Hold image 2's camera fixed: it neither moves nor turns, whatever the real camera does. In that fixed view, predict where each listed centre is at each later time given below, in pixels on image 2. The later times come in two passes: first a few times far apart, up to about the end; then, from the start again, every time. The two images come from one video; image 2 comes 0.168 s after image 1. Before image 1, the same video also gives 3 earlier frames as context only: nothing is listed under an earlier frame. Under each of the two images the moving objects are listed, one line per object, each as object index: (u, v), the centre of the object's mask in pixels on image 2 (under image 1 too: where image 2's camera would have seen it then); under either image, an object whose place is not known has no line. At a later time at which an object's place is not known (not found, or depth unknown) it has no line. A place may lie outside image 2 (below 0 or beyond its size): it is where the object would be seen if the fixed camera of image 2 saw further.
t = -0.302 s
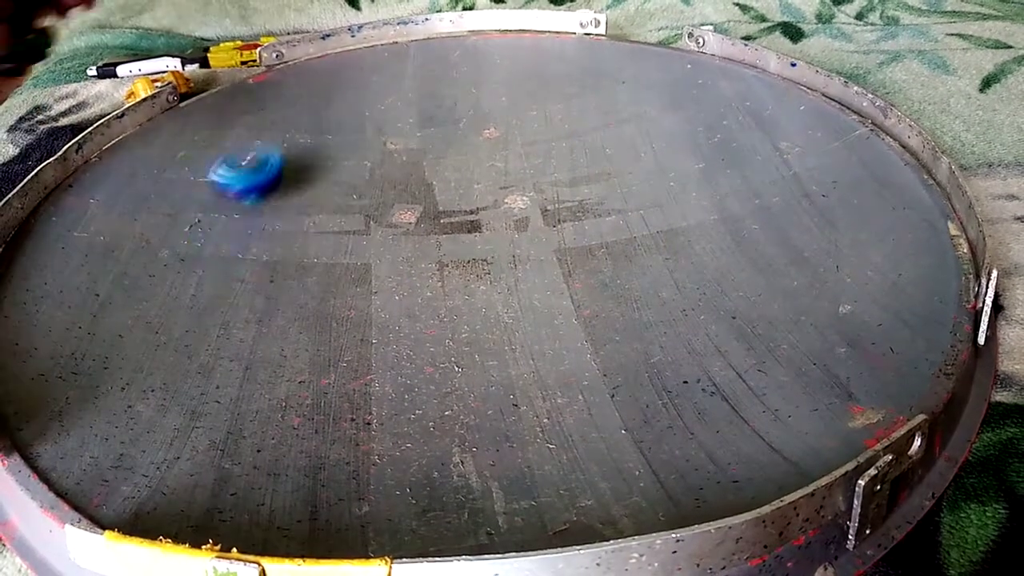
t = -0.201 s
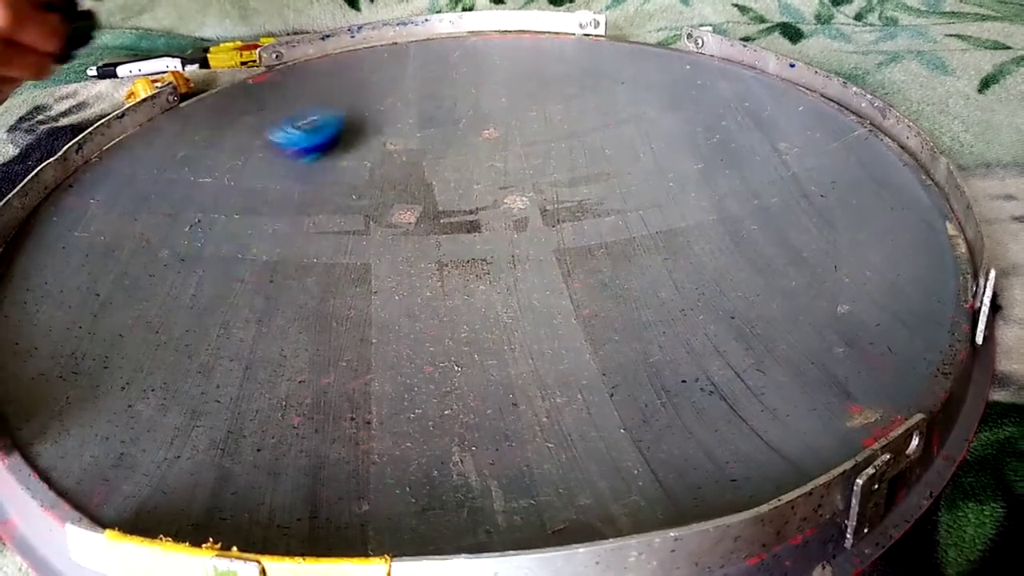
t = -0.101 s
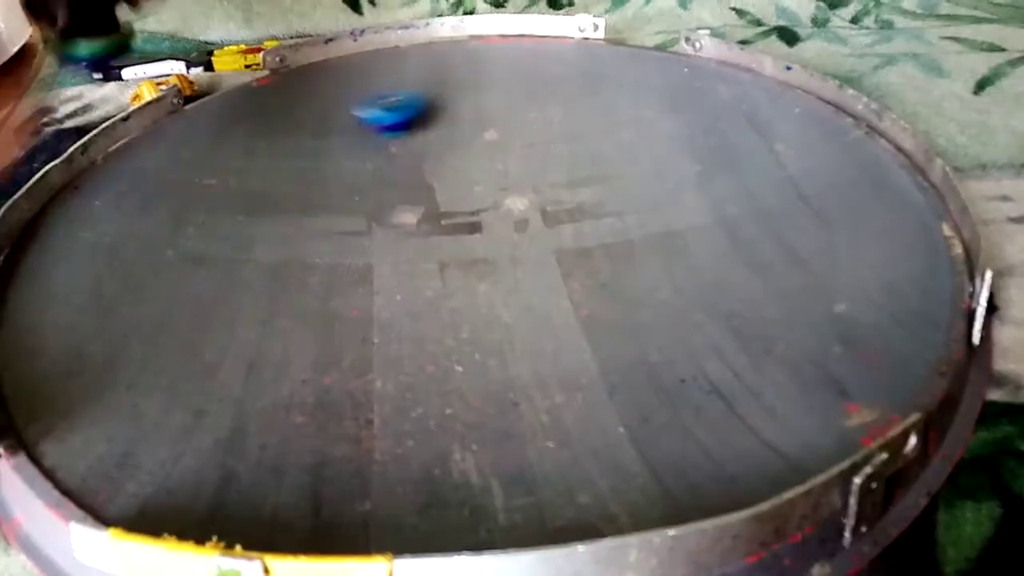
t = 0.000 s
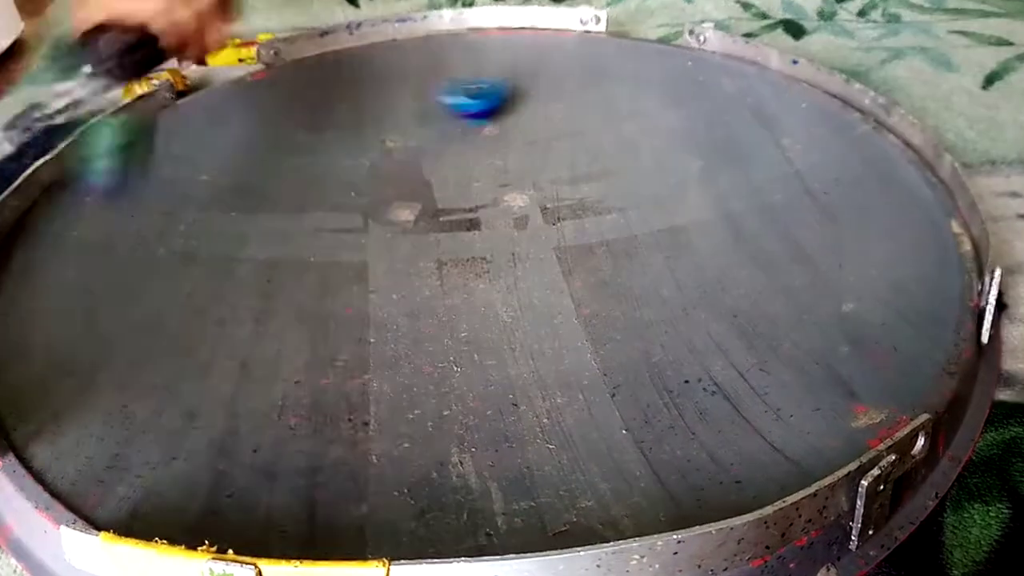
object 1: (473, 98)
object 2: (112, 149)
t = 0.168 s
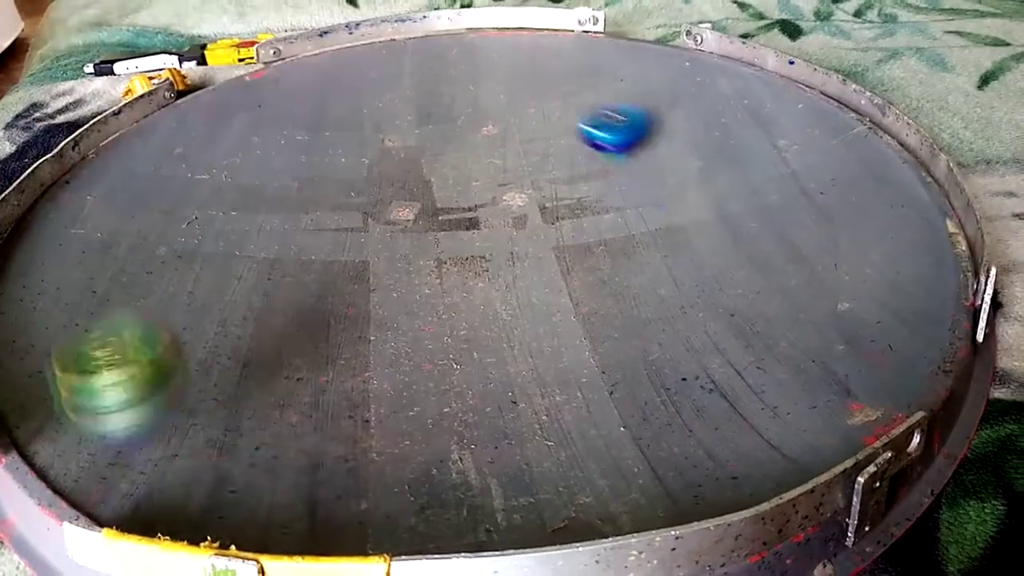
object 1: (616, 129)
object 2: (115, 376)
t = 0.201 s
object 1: (638, 142)
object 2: (138, 438)
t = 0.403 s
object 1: (670, 268)
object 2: (552, 437)
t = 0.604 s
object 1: (403, 344)
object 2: (875, 324)
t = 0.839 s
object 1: (206, 233)
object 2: (723, 226)
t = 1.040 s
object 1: (257, 128)
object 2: (563, 189)
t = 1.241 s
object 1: (409, 69)
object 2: (468, 192)
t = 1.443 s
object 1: (577, 76)
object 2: (395, 212)
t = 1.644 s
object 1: (677, 154)
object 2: (344, 237)
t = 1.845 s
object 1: (625, 277)
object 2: (331, 255)
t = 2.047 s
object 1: (393, 357)
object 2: (354, 273)
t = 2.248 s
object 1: (173, 314)
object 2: (409, 266)
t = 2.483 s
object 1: (178, 206)
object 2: (463, 239)
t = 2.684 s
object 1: (316, 144)
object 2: (487, 206)
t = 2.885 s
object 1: (476, 129)
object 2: (484, 179)
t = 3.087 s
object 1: (611, 151)
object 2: (468, 162)
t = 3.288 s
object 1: (696, 213)
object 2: (453, 158)
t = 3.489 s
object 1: (666, 306)
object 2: (442, 162)
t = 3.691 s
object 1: (491, 360)
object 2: (438, 173)
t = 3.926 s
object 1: (319, 306)
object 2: (449, 195)
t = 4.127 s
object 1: (310, 220)
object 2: (471, 214)
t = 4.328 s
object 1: (384, 156)
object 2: (494, 224)
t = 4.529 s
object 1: (495, 117)
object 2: (516, 231)
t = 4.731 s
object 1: (612, 118)
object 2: (520, 230)
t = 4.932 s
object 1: (667, 168)
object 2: (513, 228)
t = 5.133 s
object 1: (603, 244)
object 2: (486, 230)
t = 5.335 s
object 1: (446, 277)
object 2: (469, 226)
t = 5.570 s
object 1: (306, 237)
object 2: (435, 227)
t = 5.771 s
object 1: (298, 178)
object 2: (413, 226)
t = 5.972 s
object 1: (371, 137)
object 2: (402, 226)
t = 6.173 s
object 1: (481, 132)
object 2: (403, 225)
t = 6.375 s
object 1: (564, 167)
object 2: (419, 220)
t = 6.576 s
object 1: (585, 227)
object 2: (443, 212)
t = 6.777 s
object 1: (517, 292)
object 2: (465, 204)
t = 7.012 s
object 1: (375, 310)
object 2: (487, 196)
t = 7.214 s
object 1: (309, 266)
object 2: (499, 192)
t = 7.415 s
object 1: (346, 212)
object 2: (508, 193)
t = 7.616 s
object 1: (433, 179)
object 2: (505, 195)
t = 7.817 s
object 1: (520, 156)
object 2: (511, 212)
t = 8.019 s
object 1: (589, 156)
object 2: (518, 233)
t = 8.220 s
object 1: (610, 184)
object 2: (507, 250)
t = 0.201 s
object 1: (638, 142)
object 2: (138, 438)
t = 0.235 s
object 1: (657, 158)
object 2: (175, 474)
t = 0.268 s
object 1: (673, 175)
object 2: (235, 490)
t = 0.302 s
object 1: (682, 196)
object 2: (329, 484)
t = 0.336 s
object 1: (686, 218)
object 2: (406, 477)
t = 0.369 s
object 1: (683, 243)
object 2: (487, 458)
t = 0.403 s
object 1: (670, 268)
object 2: (552, 437)
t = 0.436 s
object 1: (647, 297)
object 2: (606, 411)
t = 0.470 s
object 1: (618, 319)
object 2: (648, 388)
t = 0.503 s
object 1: (574, 338)
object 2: (701, 370)
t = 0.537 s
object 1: (515, 345)
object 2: (773, 358)
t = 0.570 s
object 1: (455, 348)
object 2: (826, 343)
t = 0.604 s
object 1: (403, 344)
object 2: (875, 324)
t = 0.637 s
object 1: (357, 335)
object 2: (912, 301)
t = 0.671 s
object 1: (316, 323)
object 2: (936, 276)
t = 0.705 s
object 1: (282, 308)
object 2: (897, 253)
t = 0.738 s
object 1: (252, 289)
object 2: (851, 244)
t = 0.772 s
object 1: (231, 272)
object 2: (804, 246)
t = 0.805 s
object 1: (215, 251)
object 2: (760, 236)
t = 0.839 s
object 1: (206, 233)
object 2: (723, 226)
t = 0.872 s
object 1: (203, 211)
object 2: (686, 219)
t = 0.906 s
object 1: (206, 193)
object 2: (656, 211)
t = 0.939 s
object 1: (213, 178)
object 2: (628, 204)
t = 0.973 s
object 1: (224, 160)
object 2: (604, 196)
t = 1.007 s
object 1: (239, 142)
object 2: (581, 192)
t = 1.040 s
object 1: (257, 128)
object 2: (563, 189)
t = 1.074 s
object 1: (279, 114)
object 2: (546, 187)
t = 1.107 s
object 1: (302, 102)
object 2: (531, 187)
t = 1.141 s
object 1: (328, 90)
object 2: (515, 187)
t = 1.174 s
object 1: (353, 82)
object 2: (500, 189)
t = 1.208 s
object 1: (380, 75)
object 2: (484, 190)
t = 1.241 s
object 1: (409, 69)
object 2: (468, 192)
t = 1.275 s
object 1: (436, 65)
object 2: (452, 196)
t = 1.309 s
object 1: (463, 65)
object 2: (438, 198)
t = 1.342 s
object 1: (492, 65)
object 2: (427, 200)
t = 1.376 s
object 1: (520, 67)
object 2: (414, 205)
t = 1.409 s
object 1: (550, 70)
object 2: (405, 207)
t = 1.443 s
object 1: (577, 76)
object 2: (395, 212)
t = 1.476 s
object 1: (599, 84)
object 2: (384, 216)
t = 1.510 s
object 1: (621, 94)
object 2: (374, 220)
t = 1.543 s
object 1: (640, 106)
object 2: (367, 224)
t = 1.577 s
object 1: (656, 120)
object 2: (357, 230)
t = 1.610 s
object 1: (668, 136)
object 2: (350, 233)
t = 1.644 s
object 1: (677, 154)
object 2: (344, 237)
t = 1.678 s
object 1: (681, 173)
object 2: (340, 240)
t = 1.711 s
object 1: (682, 192)
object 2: (336, 245)
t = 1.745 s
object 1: (677, 212)
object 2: (332, 250)
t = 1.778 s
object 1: (667, 233)
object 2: (331, 252)
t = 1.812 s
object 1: (647, 255)
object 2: (330, 253)
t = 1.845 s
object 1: (625, 277)
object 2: (331, 255)
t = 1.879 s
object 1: (597, 298)
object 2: (333, 258)
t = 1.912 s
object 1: (566, 315)
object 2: (336, 261)
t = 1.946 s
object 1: (527, 331)
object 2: (340, 264)
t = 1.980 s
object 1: (484, 343)
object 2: (343, 266)
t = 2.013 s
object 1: (438, 353)
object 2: (348, 270)
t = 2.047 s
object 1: (393, 357)
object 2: (354, 273)
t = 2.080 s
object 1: (344, 358)
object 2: (361, 275)
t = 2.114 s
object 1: (301, 356)
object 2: (369, 275)
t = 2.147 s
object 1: (260, 349)
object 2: (378, 273)
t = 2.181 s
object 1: (224, 341)
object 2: (387, 271)
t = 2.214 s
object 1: (194, 328)
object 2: (398, 269)
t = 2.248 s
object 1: (173, 314)
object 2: (409, 266)
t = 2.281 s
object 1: (158, 299)
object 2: (419, 264)
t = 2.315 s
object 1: (150, 282)
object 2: (428, 260)
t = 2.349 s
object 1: (147, 266)
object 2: (438, 256)
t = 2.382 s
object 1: (148, 251)
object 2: (445, 251)
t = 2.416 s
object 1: (154, 234)
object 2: (451, 247)
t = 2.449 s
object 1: (164, 220)
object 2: (458, 243)
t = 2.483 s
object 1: (178, 206)
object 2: (463, 239)
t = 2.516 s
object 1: (194, 194)
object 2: (468, 234)
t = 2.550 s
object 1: (216, 181)
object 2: (472, 229)
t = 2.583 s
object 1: (239, 170)
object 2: (477, 223)
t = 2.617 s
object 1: (265, 159)
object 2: (481, 217)
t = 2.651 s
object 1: (290, 150)
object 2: (484, 211)
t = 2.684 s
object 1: (316, 144)
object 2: (487, 206)
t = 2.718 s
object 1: (344, 138)
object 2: (488, 201)
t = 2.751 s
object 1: (369, 133)
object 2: (489, 196)
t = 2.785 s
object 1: (396, 130)
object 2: (488, 192)
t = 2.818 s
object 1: (422, 129)
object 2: (487, 188)
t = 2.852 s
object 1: (449, 128)
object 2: (486, 184)
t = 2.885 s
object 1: (476, 129)
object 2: (484, 179)
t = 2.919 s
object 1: (501, 130)
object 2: (484, 175)
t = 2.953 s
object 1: (527, 132)
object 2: (481, 171)
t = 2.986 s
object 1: (549, 136)
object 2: (480, 168)
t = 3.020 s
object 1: (572, 140)
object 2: (477, 165)
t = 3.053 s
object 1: (592, 146)
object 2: (473, 163)
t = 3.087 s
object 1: (611, 151)
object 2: (468, 162)
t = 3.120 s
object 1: (630, 159)
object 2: (465, 160)
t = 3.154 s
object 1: (648, 167)
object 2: (462, 159)
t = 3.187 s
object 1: (663, 178)
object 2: (461, 158)
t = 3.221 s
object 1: (677, 189)
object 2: (460, 157)
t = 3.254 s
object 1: (688, 200)
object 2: (457, 157)
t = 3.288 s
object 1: (696, 213)
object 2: (453, 158)
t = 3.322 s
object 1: (701, 227)
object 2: (449, 158)
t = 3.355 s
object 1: (702, 243)
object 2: (446, 159)
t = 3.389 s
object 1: (699, 259)
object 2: (444, 160)
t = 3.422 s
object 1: (693, 274)
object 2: (444, 160)
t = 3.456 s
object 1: (680, 291)
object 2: (443, 161)
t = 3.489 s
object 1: (666, 306)
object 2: (442, 162)
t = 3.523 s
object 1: (646, 321)
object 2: (441, 163)
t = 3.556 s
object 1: (619, 334)
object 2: (441, 164)
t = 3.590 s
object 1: (590, 345)
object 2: (441, 166)
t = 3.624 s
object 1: (557, 353)
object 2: (440, 169)
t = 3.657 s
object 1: (524, 358)
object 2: (439, 171)
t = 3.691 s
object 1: (491, 360)
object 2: (438, 173)
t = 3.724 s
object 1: (458, 360)
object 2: (438, 176)
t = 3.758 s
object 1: (427, 356)
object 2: (438, 179)
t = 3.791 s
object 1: (397, 349)
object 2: (438, 182)
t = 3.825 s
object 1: (372, 339)
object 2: (440, 186)
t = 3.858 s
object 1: (352, 330)
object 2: (443, 189)
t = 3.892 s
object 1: (333, 318)
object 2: (446, 192)
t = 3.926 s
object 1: (319, 306)
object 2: (449, 195)
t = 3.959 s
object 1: (308, 292)
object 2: (452, 198)
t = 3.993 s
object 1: (302, 277)
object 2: (455, 202)
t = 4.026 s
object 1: (299, 263)
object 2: (458, 205)
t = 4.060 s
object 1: (300, 248)
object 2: (462, 208)
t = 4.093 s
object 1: (303, 233)
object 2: (466, 212)
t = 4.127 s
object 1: (310, 220)
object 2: (471, 214)
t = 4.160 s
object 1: (317, 208)
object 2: (475, 216)
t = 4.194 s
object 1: (327, 195)
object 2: (479, 218)
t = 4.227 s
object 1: (340, 184)
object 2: (483, 220)
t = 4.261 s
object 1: (354, 174)
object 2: (487, 222)
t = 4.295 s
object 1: (369, 164)
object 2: (491, 223)
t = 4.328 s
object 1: (384, 156)
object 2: (494, 224)
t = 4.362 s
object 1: (402, 147)
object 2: (498, 225)
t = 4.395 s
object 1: (420, 138)
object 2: (502, 226)
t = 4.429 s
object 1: (438, 132)
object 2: (507, 228)
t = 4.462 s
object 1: (456, 126)
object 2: (510, 229)
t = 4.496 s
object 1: (476, 120)
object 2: (513, 230)
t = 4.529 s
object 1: (495, 117)
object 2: (516, 231)
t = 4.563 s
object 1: (515, 115)
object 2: (518, 231)
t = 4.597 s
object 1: (536, 113)
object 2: (520, 231)
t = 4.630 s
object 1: (557, 112)
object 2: (520, 231)
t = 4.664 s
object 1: (577, 112)
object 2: (520, 231)
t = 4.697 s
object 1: (595, 114)
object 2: (520, 230)
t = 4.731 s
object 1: (612, 118)
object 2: (520, 230)
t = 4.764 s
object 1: (628, 124)
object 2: (520, 230)
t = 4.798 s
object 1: (641, 130)
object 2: (520, 230)
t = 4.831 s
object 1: (652, 138)
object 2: (519, 230)
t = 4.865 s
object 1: (660, 147)
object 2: (518, 229)
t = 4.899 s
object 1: (665, 157)
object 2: (516, 229)
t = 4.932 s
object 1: (667, 168)
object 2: (513, 228)
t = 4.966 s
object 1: (666, 181)
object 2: (510, 228)
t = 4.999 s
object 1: (661, 194)
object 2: (505, 229)
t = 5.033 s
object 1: (653, 207)
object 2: (500, 229)
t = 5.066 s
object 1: (640, 221)
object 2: (494, 230)
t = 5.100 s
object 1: (624, 232)
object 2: (489, 230)
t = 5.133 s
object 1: (603, 244)
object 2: (486, 230)
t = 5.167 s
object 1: (583, 254)
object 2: (485, 230)
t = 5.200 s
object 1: (557, 262)
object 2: (481, 230)
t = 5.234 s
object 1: (530, 269)
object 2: (477, 230)
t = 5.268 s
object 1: (503, 274)
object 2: (474, 229)
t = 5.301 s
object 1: (474, 277)
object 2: (472, 228)
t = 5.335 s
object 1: (446, 277)
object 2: (469, 226)
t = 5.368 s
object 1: (418, 276)
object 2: (465, 227)
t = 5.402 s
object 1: (394, 273)
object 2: (458, 228)
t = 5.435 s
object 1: (370, 268)
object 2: (453, 228)
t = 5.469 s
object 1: (350, 263)
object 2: (449, 228)
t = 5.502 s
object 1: (332, 256)
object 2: (444, 227)
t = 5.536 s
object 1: (318, 247)
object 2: (440, 227)
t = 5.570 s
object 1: (306, 237)
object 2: (435, 227)
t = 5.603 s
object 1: (297, 226)
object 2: (431, 227)
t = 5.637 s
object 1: (291, 216)
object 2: (426, 227)
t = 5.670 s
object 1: (289, 207)
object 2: (422, 227)
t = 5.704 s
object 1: (289, 197)
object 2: (418, 226)
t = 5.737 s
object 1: (292, 186)
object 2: (416, 227)
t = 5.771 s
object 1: (298, 178)
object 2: (413, 226)
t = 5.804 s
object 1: (305, 168)
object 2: (410, 227)
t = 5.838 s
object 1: (315, 160)
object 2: (408, 227)
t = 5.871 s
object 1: (327, 152)
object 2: (405, 227)
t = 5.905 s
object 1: (341, 146)
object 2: (403, 226)
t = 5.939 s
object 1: (355, 141)
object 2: (402, 226)
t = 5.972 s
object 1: (371, 137)
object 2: (402, 226)
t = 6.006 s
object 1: (389, 133)
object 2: (402, 226)
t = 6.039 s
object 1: (407, 130)
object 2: (402, 225)
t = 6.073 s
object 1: (427, 128)
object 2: (403, 225)
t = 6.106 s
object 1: (444, 128)
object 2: (403, 225)
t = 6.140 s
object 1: (463, 129)
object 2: (403, 225)
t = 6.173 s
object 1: (481, 132)
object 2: (403, 225)
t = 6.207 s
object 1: (498, 136)
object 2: (405, 224)
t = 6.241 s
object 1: (514, 140)
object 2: (406, 223)
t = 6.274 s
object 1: (529, 145)
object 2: (409, 223)
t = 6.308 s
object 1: (543, 153)
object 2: (413, 222)
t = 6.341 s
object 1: (554, 159)
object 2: (415, 221)
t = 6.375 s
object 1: (564, 167)
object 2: (419, 220)
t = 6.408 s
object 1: (573, 176)
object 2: (423, 218)
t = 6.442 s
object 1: (579, 185)
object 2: (427, 217)
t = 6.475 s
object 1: (583, 195)
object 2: (431, 216)
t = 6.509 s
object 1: (586, 205)
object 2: (437, 215)
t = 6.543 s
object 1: (586, 216)
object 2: (441, 213)
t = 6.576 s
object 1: (585, 227)
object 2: (443, 212)
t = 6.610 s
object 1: (581, 239)
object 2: (447, 210)
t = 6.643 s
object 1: (573, 250)
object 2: (451, 209)
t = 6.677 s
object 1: (562, 262)
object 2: (454, 208)
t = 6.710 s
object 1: (550, 273)
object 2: (457, 206)
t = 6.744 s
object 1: (534, 283)
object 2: (461, 205)
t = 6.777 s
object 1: (517, 292)
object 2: (465, 204)
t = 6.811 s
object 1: (497, 300)
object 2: (469, 202)
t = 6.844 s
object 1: (476, 306)
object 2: (472, 200)
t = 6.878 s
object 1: (454, 311)
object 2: (476, 199)
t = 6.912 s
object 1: (434, 312)
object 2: (480, 198)
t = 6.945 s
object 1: (412, 313)
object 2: (483, 197)
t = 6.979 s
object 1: (393, 311)
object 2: (485, 196)
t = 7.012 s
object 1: (375, 310)
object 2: (487, 196)
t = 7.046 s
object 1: (357, 306)
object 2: (490, 195)
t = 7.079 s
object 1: (341, 299)
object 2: (492, 195)
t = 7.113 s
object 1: (328, 292)
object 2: (493, 194)
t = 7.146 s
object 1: (318, 284)
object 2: (496, 193)
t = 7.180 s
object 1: (312, 276)
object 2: (498, 193)
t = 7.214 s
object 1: (309, 266)
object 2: (499, 192)
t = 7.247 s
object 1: (310, 257)
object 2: (502, 192)
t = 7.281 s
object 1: (313, 247)
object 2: (503, 192)
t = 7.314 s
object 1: (318, 238)
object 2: (505, 192)
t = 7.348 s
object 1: (325, 228)
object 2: (506, 193)
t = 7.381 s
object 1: (334, 220)
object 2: (508, 193)
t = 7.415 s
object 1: (346, 212)
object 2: (508, 193)
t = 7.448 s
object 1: (358, 204)
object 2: (508, 193)
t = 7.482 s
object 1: (370, 197)
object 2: (507, 193)
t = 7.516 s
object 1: (385, 190)
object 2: (507, 193)
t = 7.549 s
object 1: (400, 186)
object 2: (507, 194)
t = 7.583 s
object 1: (416, 181)
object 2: (507, 195)
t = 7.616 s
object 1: (433, 179)
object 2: (505, 195)
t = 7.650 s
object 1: (449, 175)
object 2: (504, 197)
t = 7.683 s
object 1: (464, 168)
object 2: (503, 198)
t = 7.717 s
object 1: (479, 164)
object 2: (503, 202)
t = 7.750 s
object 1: (495, 160)
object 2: (506, 205)
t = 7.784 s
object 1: (510, 158)
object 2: (509, 208)
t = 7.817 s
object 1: (520, 156)
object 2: (511, 212)
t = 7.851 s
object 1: (532, 156)
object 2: (512, 218)
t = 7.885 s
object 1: (544, 154)
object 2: (514, 222)
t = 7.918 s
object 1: (557, 153)
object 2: (515, 226)
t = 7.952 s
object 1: (569, 153)
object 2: (517, 228)
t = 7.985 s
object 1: (580, 154)
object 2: (518, 231)
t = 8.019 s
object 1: (589, 156)
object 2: (518, 233)
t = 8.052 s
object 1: (596, 159)
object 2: (517, 236)
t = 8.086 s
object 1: (602, 162)
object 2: (516, 239)
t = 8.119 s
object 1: (608, 167)
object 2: (515, 242)
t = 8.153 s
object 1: (610, 172)
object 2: (513, 243)
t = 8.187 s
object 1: (610, 177)
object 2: (510, 247)
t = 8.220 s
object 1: (610, 184)
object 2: (507, 250)
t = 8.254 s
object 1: (606, 190)
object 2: (504, 252)
